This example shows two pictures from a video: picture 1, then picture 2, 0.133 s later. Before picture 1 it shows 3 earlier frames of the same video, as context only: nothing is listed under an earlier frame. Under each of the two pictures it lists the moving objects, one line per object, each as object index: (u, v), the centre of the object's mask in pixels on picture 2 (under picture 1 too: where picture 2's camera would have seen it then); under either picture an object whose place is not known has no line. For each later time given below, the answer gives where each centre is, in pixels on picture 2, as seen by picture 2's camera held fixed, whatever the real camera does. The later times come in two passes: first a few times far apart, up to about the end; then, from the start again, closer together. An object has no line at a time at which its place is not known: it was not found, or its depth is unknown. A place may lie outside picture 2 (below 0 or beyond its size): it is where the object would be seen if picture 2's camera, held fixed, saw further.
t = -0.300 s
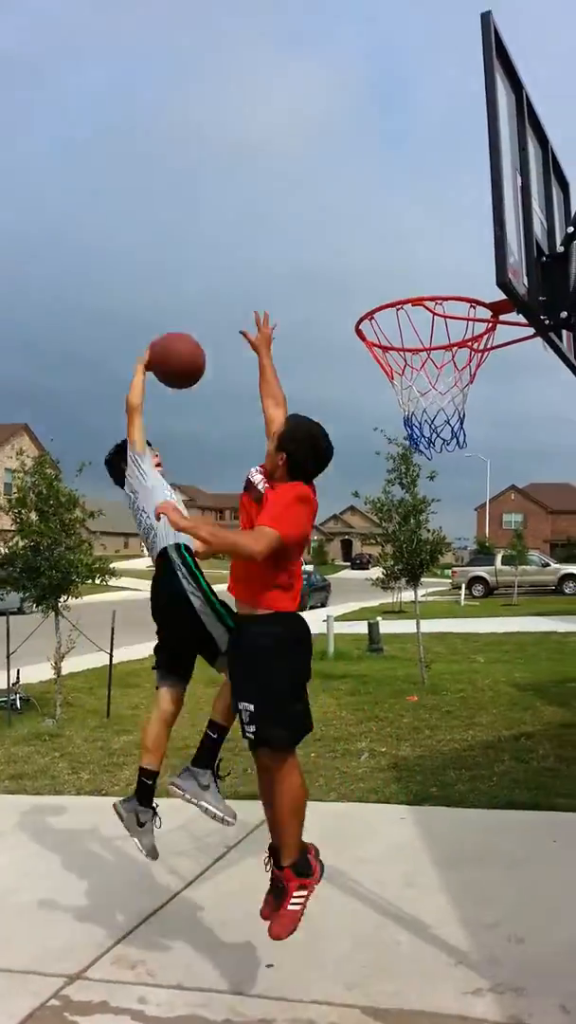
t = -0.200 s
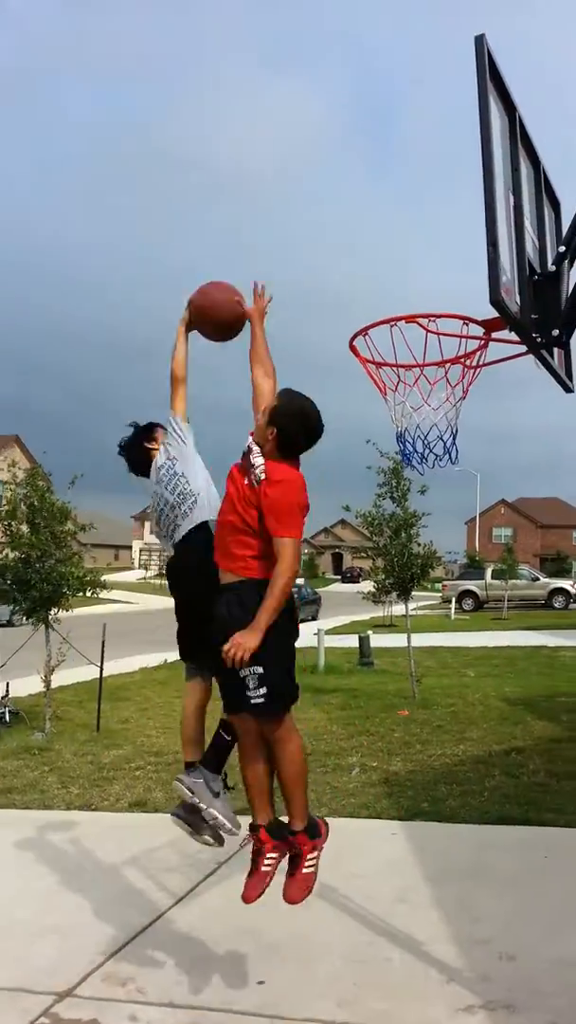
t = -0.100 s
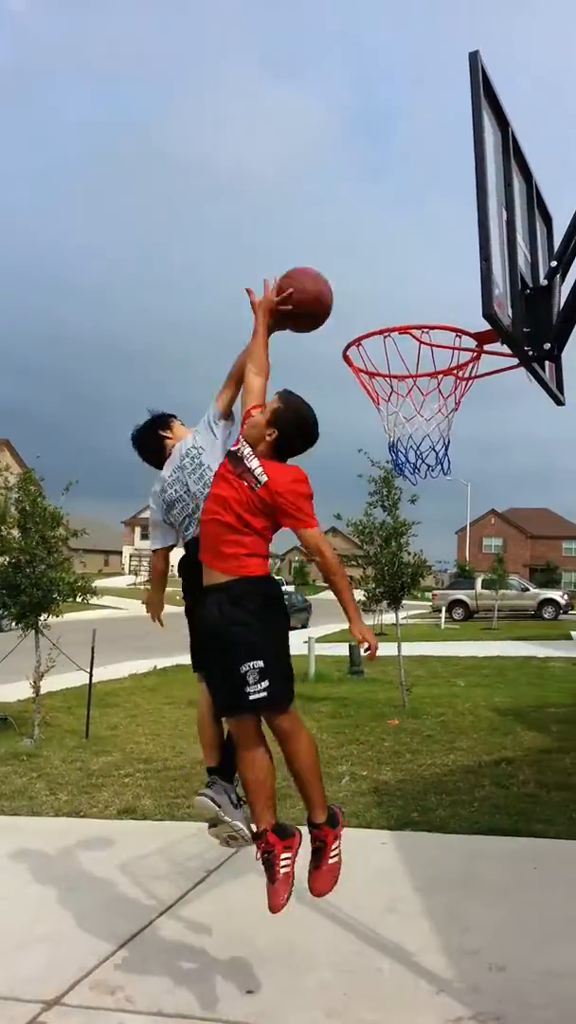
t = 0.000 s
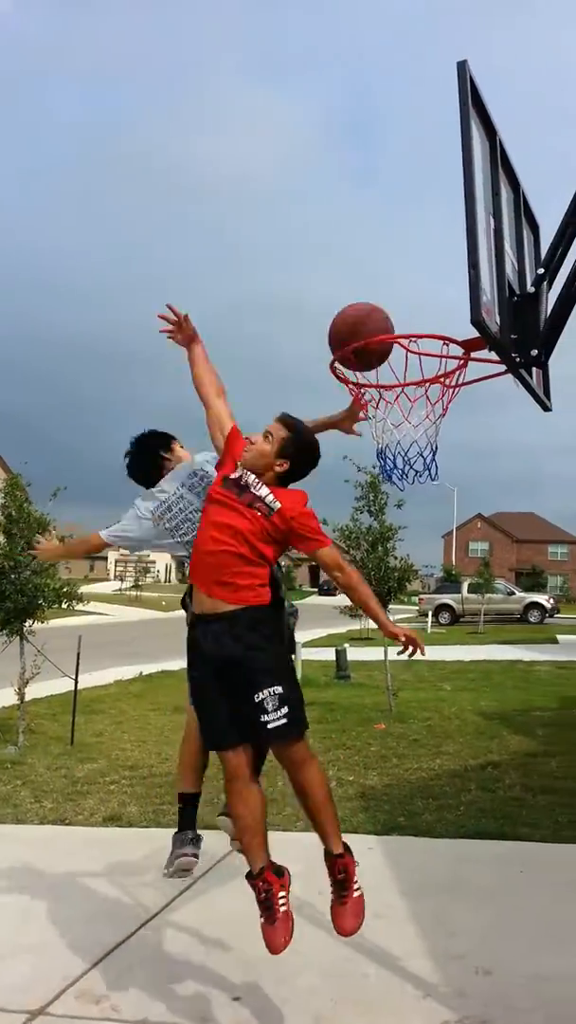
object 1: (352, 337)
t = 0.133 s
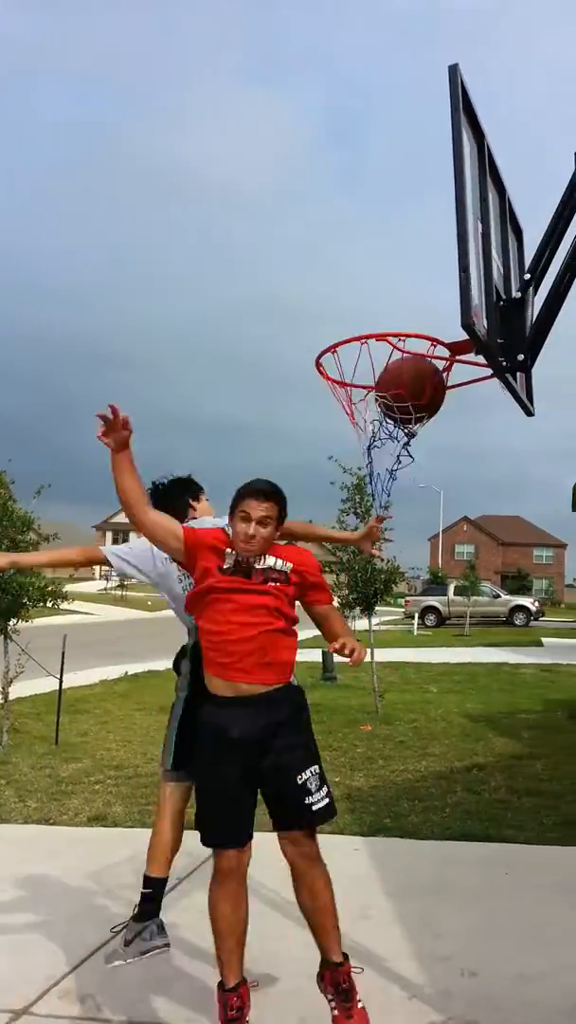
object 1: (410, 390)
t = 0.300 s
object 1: (361, 408)
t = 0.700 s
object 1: (315, 530)
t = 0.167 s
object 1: (408, 404)
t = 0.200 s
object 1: (397, 406)
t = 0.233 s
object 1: (383, 405)
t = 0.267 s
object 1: (372, 406)
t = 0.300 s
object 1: (361, 408)
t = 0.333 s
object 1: (351, 410)
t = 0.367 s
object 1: (342, 416)
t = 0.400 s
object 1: (334, 420)
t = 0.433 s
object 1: (330, 423)
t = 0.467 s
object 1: (328, 425)
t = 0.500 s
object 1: (329, 433)
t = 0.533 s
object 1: (328, 441)
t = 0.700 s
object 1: (315, 530)
